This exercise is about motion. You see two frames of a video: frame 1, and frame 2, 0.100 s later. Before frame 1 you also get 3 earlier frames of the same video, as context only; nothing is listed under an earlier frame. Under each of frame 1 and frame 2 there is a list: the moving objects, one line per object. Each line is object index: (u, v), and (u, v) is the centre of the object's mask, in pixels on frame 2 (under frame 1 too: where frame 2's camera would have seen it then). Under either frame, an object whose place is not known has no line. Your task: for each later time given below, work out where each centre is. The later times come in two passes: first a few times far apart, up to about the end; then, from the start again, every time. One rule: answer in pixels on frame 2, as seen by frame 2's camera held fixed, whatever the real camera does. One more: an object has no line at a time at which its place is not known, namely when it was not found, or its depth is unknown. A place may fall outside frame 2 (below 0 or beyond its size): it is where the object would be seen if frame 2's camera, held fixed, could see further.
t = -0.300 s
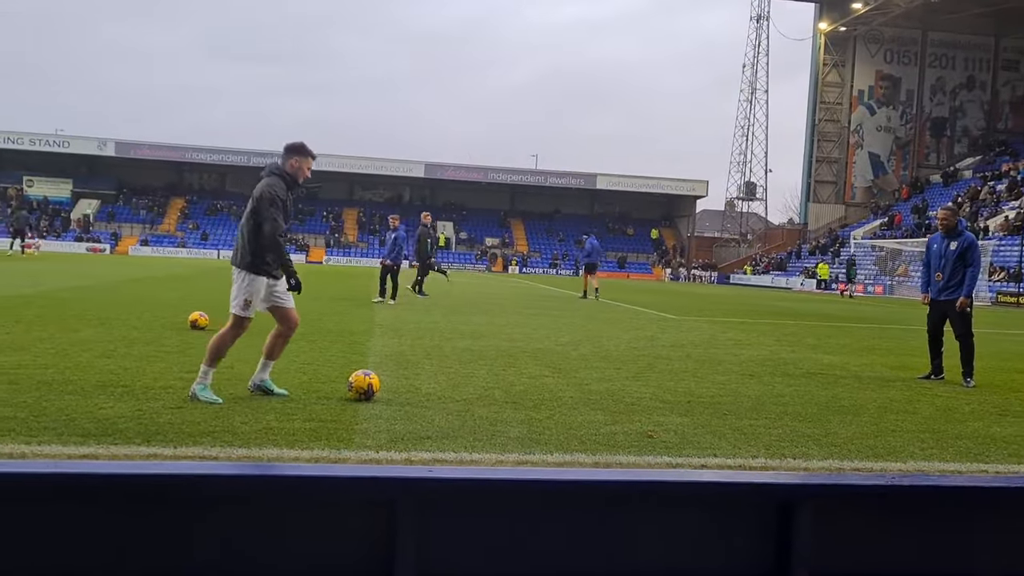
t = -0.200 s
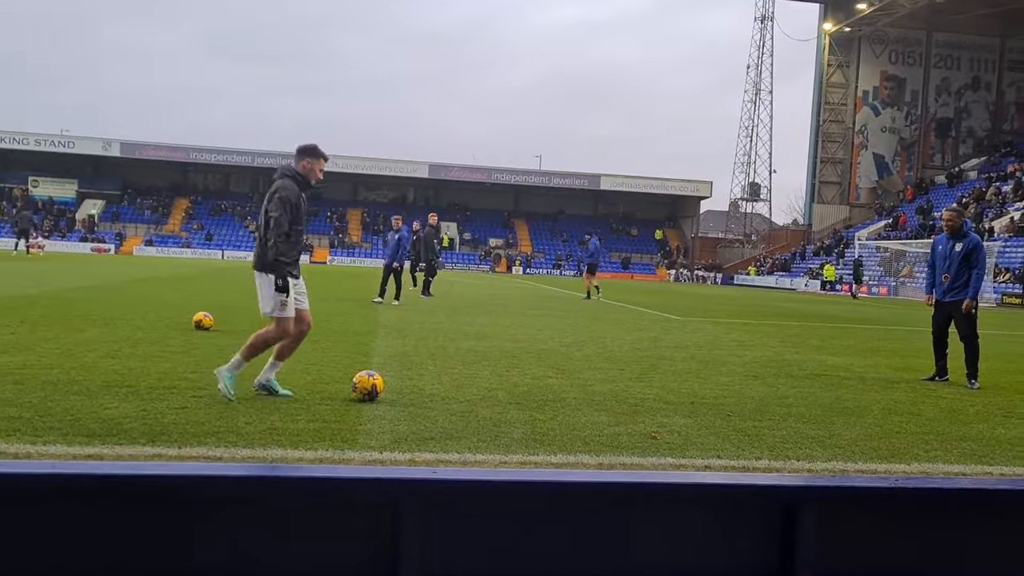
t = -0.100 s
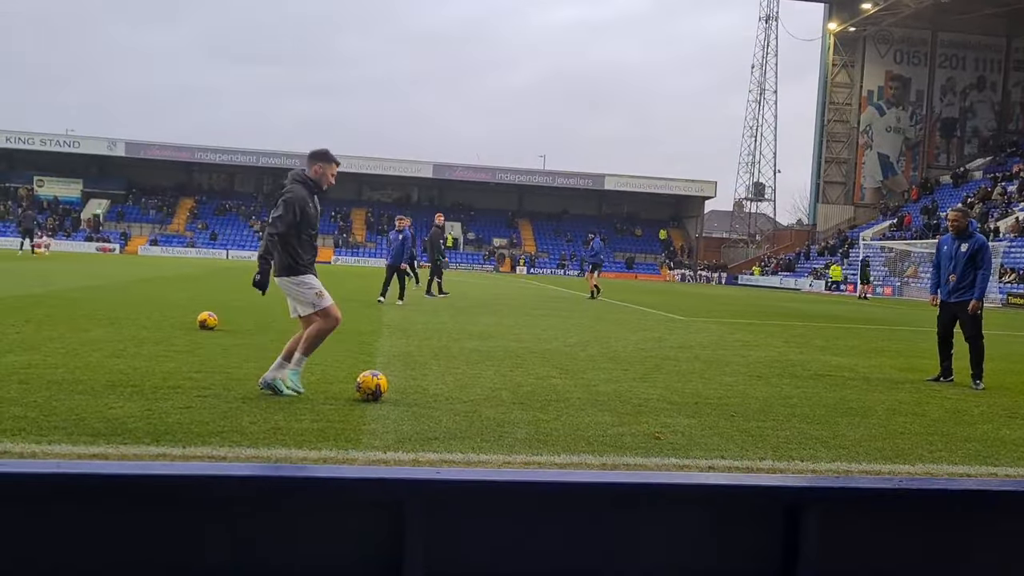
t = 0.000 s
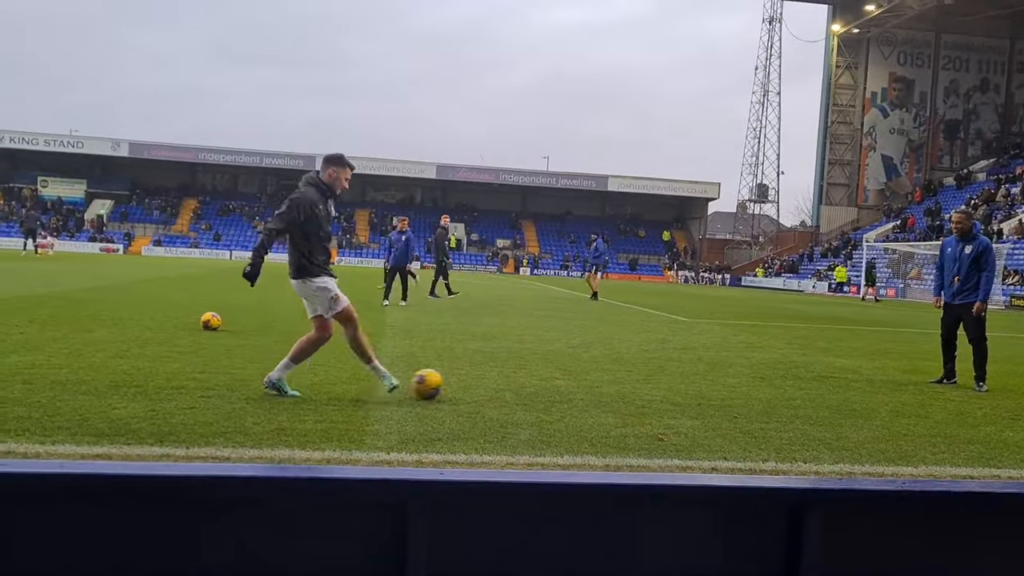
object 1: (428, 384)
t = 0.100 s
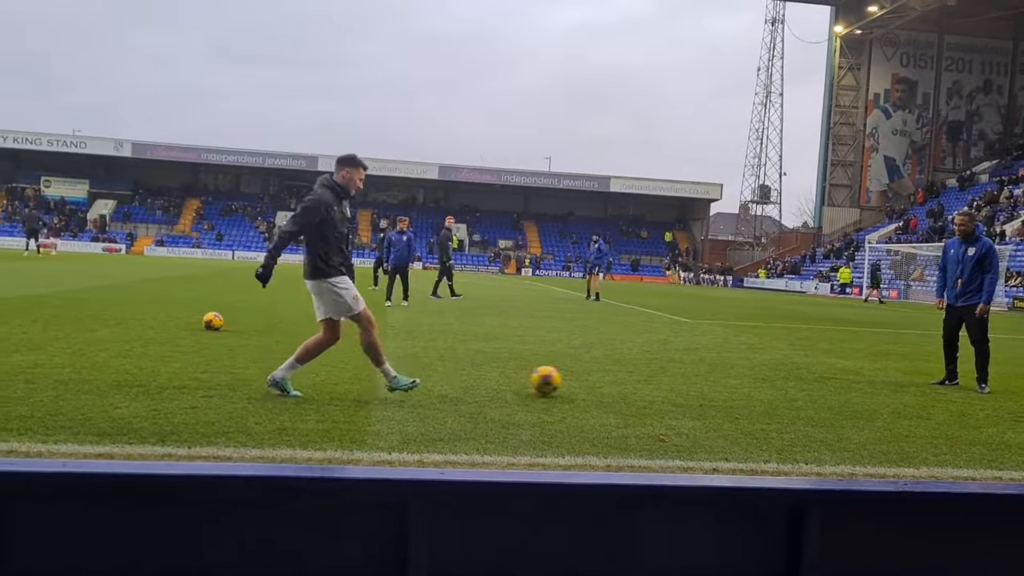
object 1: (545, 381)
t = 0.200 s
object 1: (643, 379)
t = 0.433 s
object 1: (806, 373)
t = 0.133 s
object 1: (581, 381)
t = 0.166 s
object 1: (613, 382)
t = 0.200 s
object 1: (643, 379)
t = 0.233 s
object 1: (670, 378)
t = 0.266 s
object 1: (696, 378)
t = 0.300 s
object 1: (721, 377)
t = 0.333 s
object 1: (745, 378)
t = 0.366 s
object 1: (767, 376)
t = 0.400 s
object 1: (786, 374)
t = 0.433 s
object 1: (806, 373)
